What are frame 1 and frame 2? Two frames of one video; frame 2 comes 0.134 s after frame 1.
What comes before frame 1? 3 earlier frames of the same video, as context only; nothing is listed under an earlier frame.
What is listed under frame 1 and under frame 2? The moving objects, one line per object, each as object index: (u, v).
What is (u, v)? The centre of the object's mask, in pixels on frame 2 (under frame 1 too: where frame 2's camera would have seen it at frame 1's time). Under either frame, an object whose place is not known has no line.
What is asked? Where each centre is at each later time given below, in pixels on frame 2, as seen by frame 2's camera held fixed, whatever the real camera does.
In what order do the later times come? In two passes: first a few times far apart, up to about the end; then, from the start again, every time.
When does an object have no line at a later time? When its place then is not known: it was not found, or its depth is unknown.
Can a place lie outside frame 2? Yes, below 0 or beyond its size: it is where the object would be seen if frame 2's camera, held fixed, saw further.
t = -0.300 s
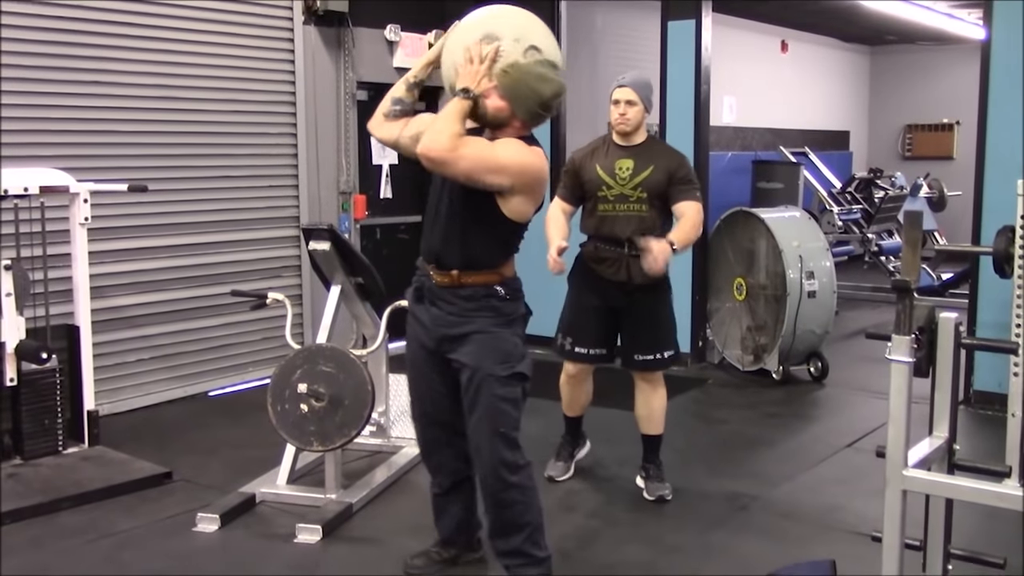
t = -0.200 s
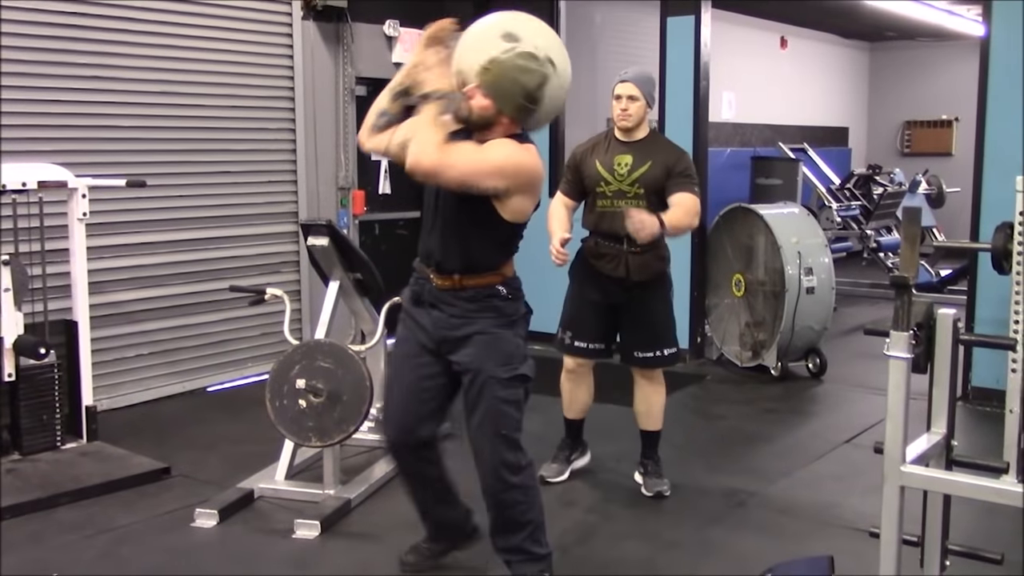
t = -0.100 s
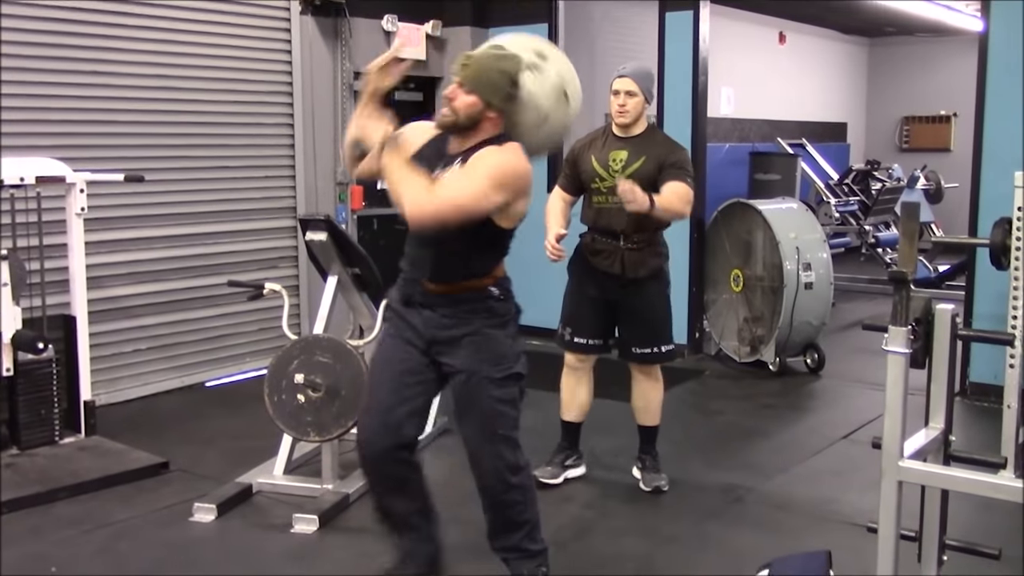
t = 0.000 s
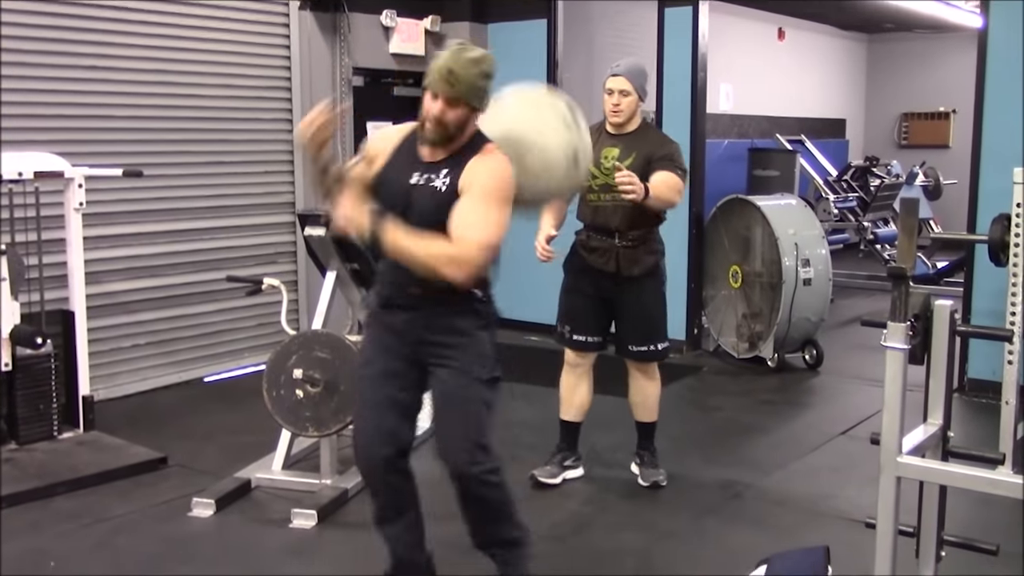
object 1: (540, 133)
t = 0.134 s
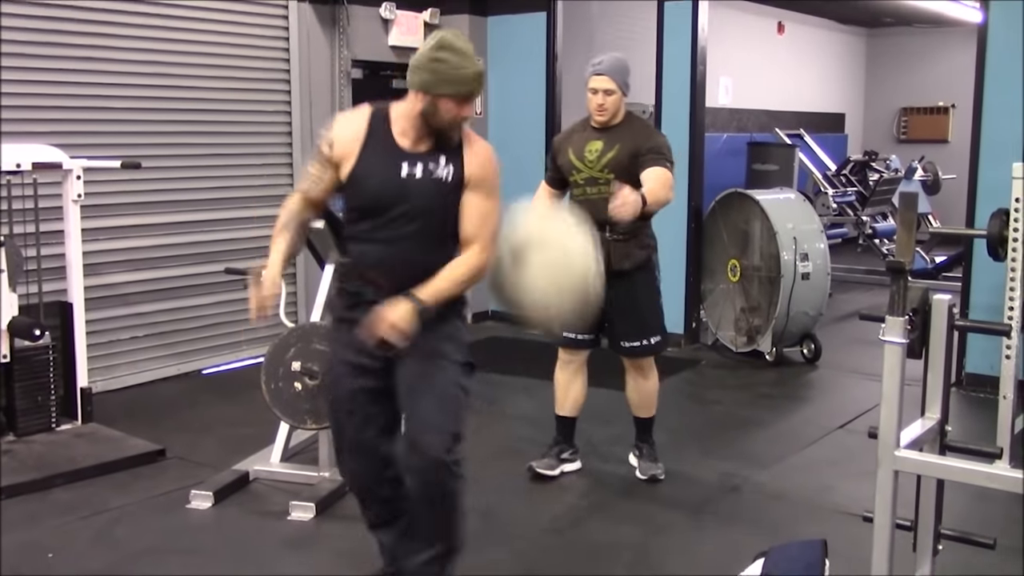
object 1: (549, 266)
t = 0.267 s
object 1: (559, 440)
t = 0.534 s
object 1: (598, 494)
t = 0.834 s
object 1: (657, 529)
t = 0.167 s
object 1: (549, 303)
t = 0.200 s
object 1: (552, 344)
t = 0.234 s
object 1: (555, 388)
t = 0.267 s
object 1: (559, 440)
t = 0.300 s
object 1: (559, 505)
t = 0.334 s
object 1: (564, 524)
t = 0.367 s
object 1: (570, 511)
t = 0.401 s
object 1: (576, 502)
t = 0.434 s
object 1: (581, 494)
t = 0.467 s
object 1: (587, 491)
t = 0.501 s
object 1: (592, 491)
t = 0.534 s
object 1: (598, 494)
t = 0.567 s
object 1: (603, 500)
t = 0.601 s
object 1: (609, 510)
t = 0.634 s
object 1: (614, 523)
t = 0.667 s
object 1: (620, 527)
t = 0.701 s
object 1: (627, 523)
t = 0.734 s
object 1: (635, 520)
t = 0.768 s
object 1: (643, 520)
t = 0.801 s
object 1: (650, 524)
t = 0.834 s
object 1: (657, 529)
